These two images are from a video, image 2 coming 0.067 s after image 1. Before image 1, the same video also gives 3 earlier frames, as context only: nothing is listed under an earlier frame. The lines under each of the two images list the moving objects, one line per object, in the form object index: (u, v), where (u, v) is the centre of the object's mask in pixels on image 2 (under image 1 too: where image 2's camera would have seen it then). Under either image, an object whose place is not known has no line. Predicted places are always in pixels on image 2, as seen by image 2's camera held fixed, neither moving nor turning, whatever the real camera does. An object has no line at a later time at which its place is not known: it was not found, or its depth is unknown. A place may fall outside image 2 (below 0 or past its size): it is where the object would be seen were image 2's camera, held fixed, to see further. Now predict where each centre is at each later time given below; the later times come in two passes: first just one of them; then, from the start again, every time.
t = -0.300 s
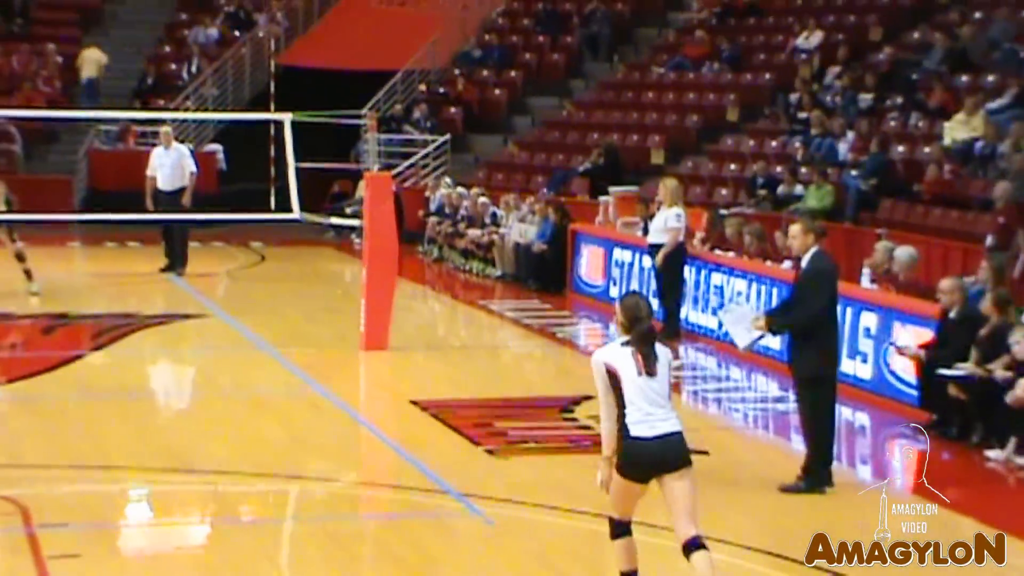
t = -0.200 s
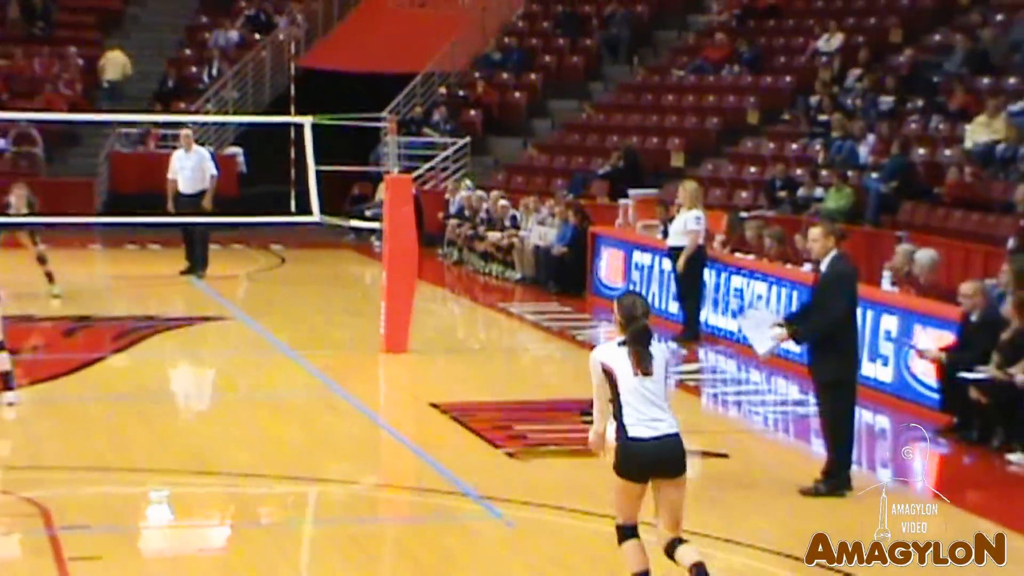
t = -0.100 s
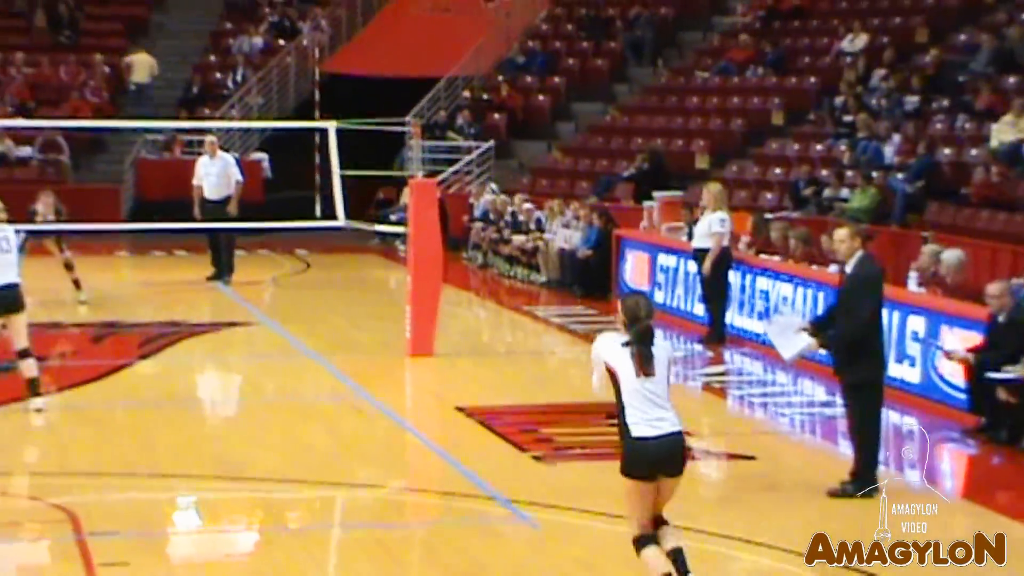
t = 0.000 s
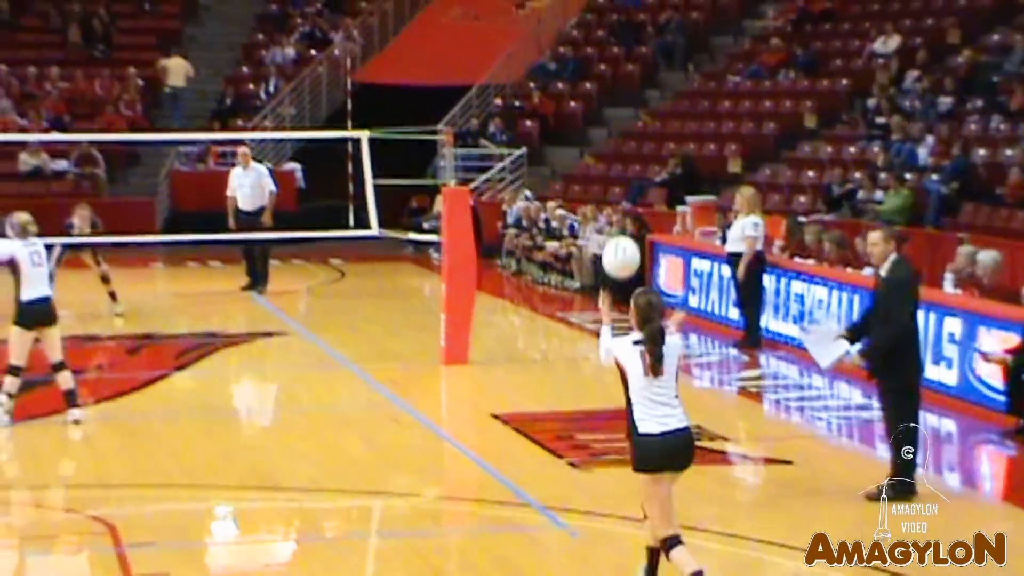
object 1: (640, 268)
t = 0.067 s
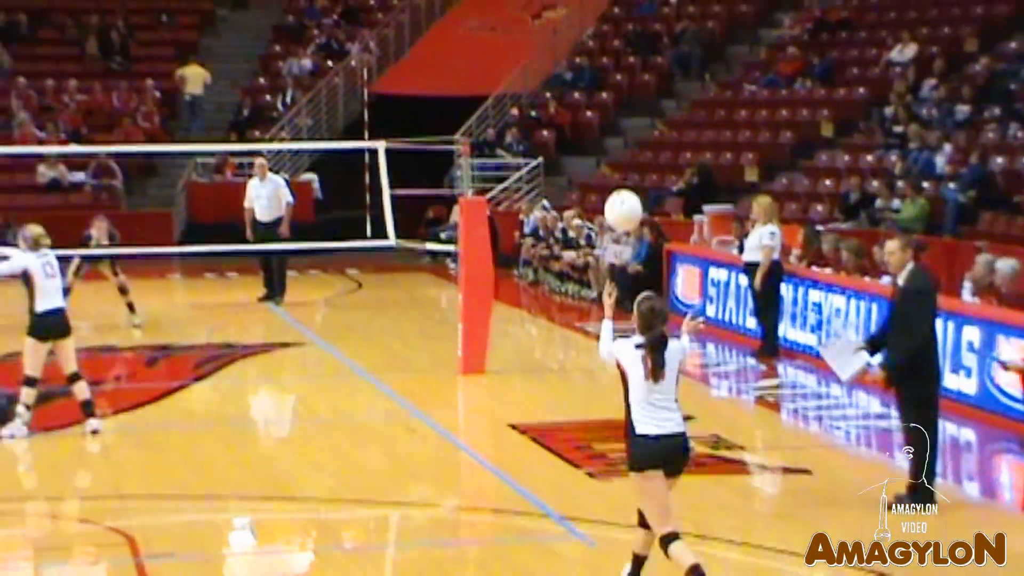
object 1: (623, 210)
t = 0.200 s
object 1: (594, 125)
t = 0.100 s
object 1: (615, 186)
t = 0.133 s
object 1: (608, 163)
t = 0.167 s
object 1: (602, 143)
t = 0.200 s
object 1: (594, 125)
